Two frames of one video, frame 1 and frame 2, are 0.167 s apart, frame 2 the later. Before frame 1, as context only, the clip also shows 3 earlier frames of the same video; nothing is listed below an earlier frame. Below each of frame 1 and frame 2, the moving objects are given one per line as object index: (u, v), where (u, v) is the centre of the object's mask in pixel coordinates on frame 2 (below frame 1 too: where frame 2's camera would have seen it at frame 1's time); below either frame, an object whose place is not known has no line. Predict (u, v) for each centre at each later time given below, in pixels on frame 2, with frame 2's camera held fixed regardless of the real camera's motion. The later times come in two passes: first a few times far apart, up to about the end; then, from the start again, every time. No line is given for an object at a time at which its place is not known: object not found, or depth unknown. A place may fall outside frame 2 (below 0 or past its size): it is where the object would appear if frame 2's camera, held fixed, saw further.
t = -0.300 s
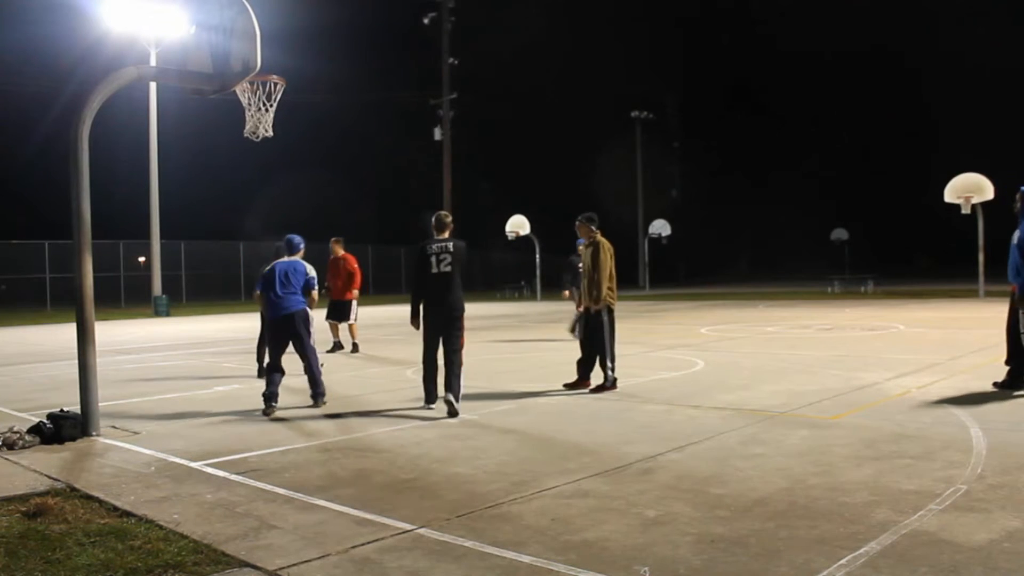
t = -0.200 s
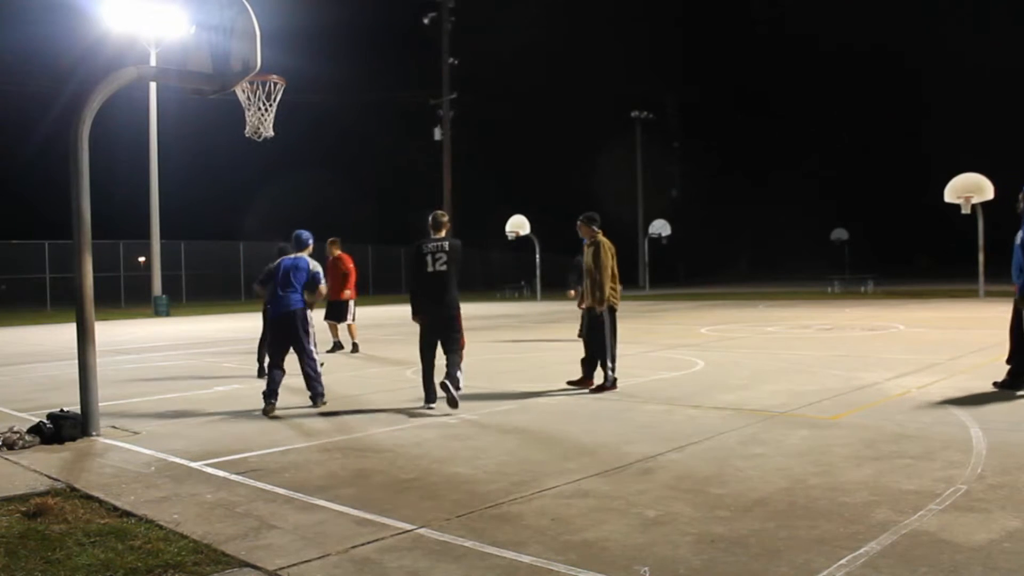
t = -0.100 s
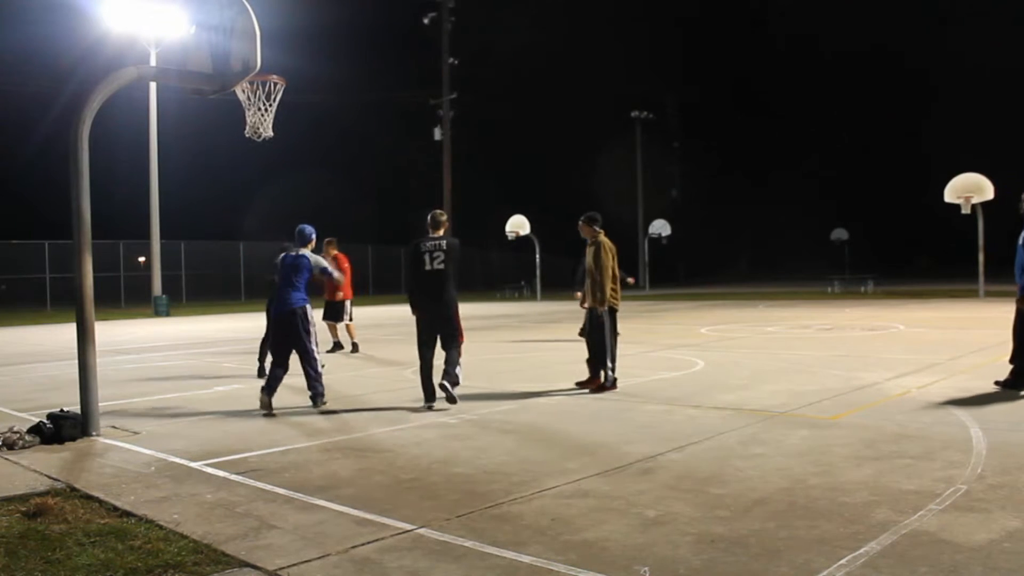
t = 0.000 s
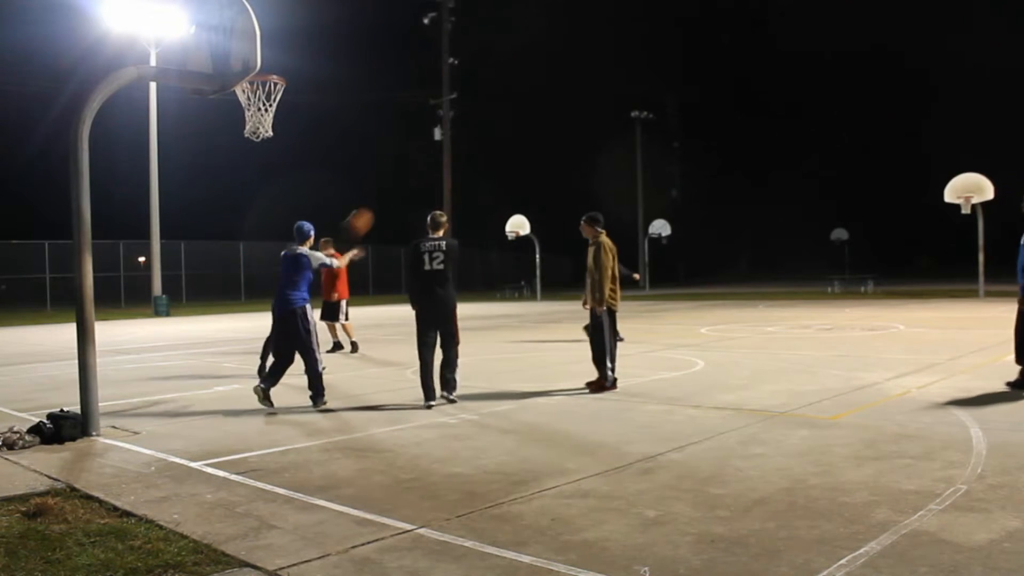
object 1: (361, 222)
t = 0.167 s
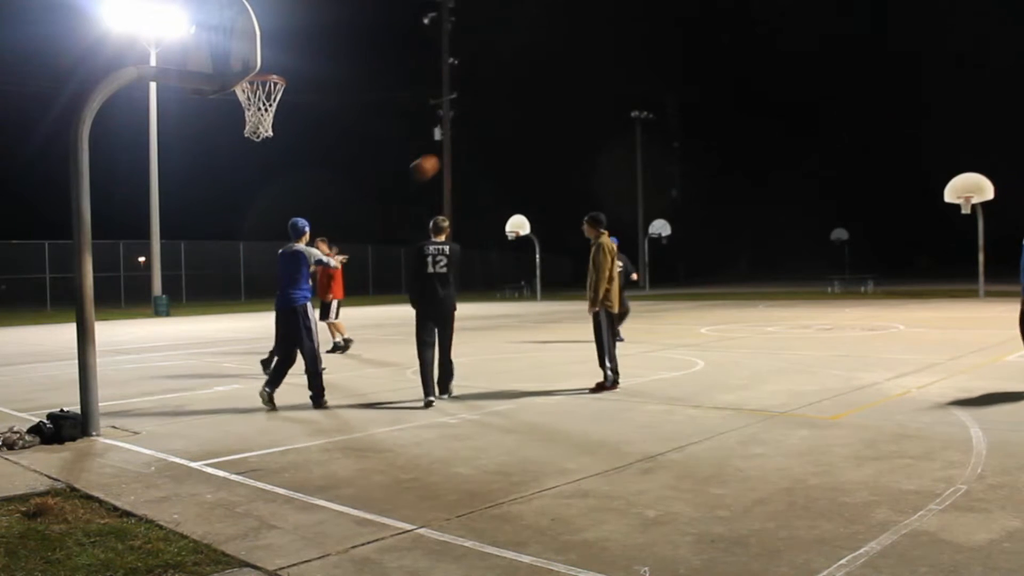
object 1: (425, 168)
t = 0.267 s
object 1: (461, 149)
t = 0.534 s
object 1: (541, 142)
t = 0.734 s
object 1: (593, 168)
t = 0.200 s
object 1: (437, 160)
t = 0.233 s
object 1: (450, 153)
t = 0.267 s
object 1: (461, 149)
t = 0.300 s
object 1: (471, 145)
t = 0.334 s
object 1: (482, 142)
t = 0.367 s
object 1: (492, 140)
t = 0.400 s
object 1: (502, 138)
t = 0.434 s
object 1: (513, 138)
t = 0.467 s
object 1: (523, 138)
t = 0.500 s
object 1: (532, 139)
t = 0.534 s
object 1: (541, 142)
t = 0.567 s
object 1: (550, 144)
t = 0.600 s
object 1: (559, 148)
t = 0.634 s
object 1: (568, 152)
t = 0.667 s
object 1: (576, 156)
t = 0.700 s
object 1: (584, 161)
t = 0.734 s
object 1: (593, 168)
